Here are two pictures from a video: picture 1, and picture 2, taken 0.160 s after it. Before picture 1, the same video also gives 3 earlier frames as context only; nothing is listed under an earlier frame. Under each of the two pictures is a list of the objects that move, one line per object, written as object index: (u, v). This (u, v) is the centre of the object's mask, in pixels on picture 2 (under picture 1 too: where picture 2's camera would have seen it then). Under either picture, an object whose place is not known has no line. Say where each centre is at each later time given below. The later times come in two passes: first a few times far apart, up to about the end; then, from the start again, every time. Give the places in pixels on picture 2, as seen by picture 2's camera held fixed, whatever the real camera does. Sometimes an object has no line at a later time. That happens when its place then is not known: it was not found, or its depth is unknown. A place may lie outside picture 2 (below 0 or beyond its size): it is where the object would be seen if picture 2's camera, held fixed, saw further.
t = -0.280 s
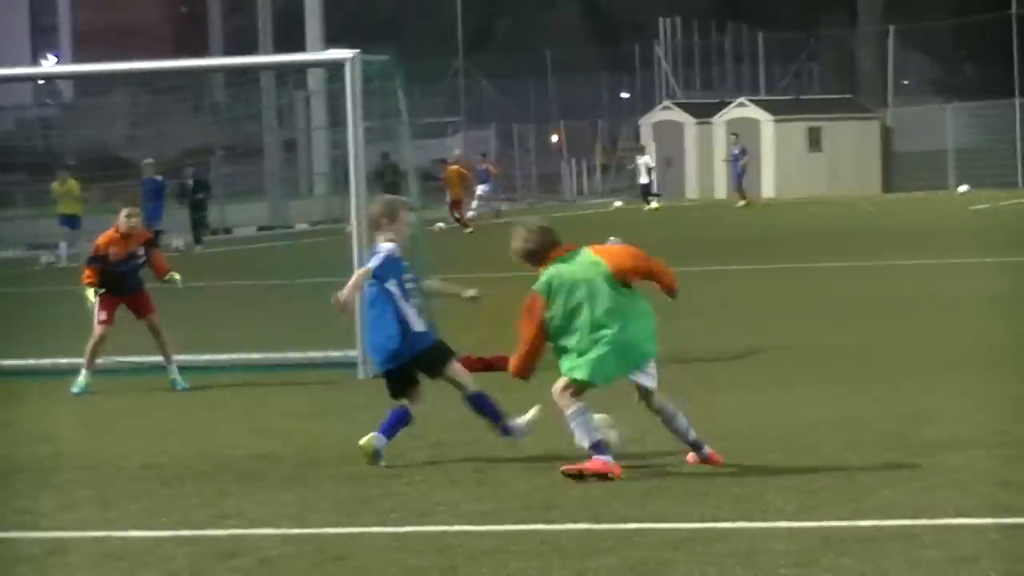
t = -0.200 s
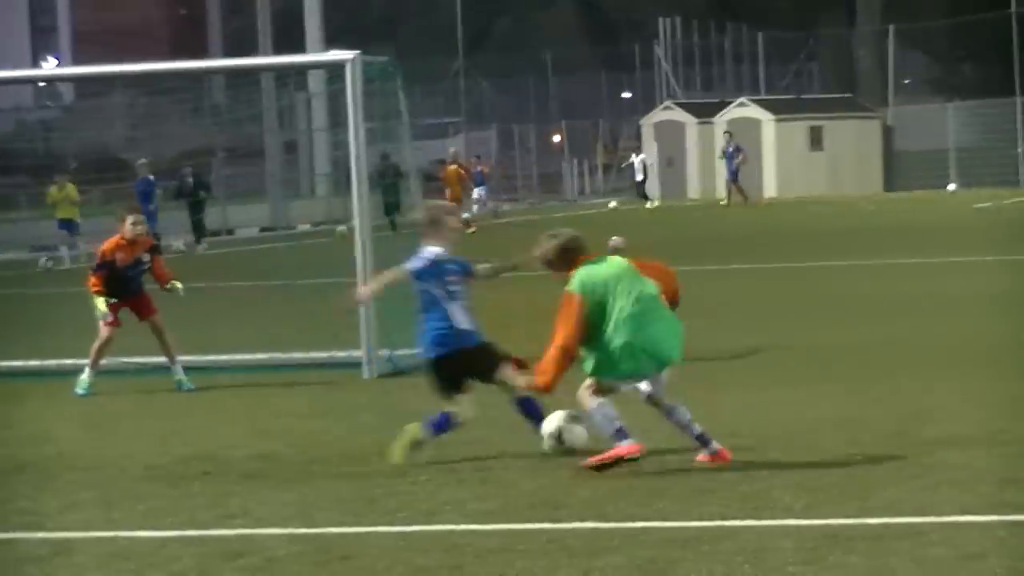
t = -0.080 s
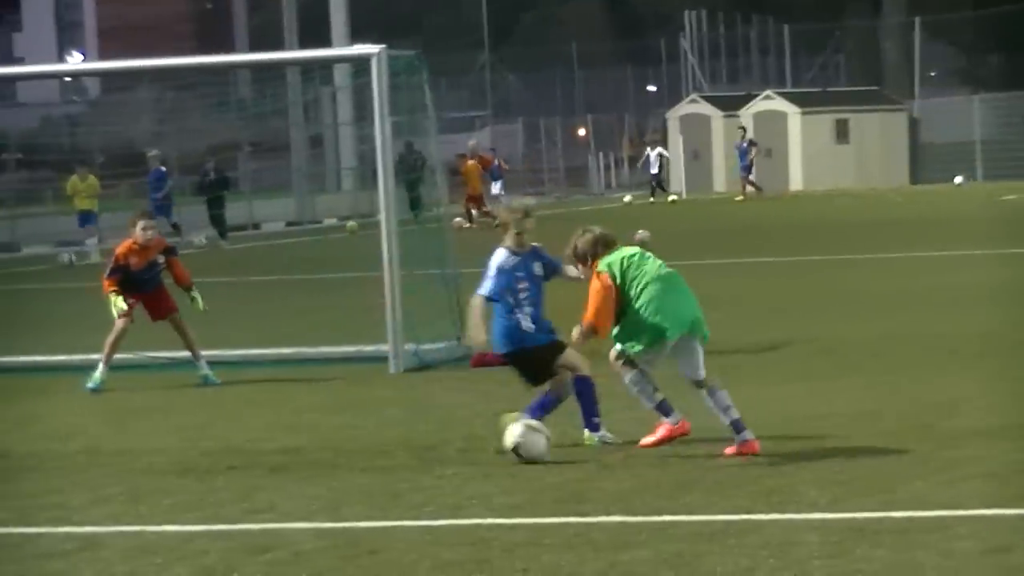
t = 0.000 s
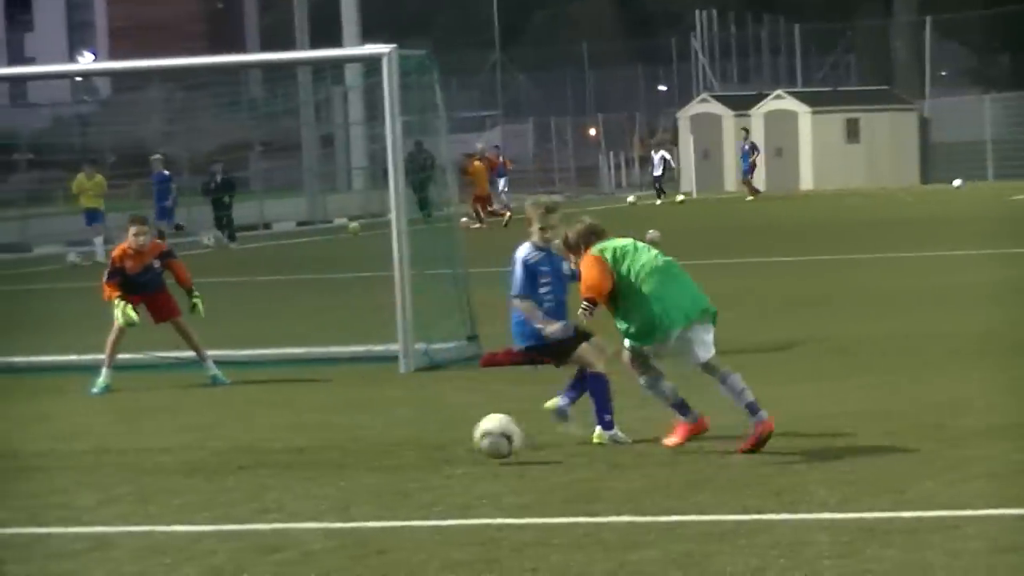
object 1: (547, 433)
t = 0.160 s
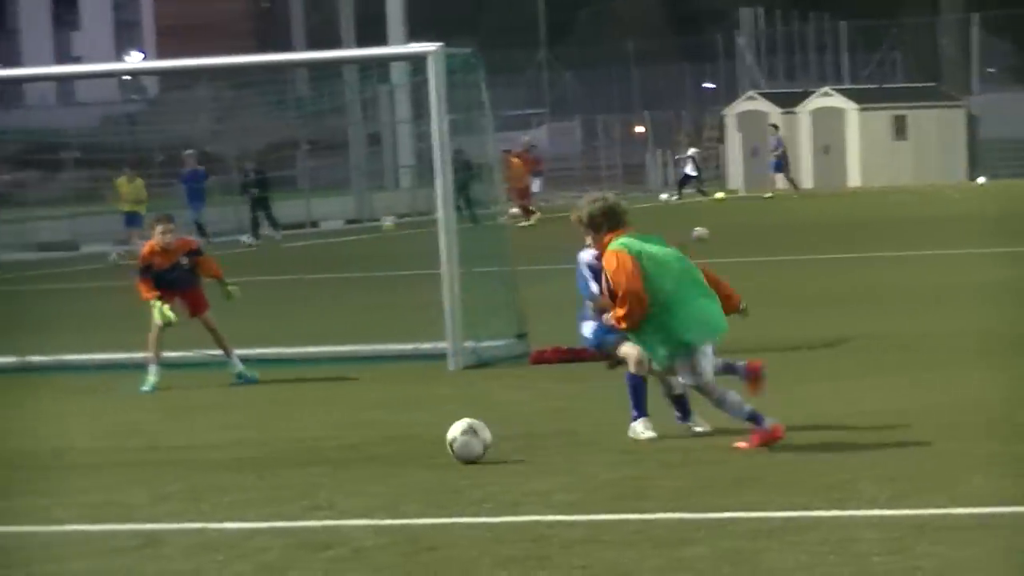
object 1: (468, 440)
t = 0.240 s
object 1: (431, 443)
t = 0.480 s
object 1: (322, 446)
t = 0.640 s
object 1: (257, 447)
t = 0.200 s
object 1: (449, 442)
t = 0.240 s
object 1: (431, 443)
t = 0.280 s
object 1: (413, 442)
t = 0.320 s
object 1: (394, 443)
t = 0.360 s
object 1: (376, 443)
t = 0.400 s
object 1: (359, 444)
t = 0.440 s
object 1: (341, 445)
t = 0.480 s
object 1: (322, 446)
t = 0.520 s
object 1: (305, 446)
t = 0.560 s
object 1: (290, 447)
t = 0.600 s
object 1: (273, 447)
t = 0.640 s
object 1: (257, 447)
